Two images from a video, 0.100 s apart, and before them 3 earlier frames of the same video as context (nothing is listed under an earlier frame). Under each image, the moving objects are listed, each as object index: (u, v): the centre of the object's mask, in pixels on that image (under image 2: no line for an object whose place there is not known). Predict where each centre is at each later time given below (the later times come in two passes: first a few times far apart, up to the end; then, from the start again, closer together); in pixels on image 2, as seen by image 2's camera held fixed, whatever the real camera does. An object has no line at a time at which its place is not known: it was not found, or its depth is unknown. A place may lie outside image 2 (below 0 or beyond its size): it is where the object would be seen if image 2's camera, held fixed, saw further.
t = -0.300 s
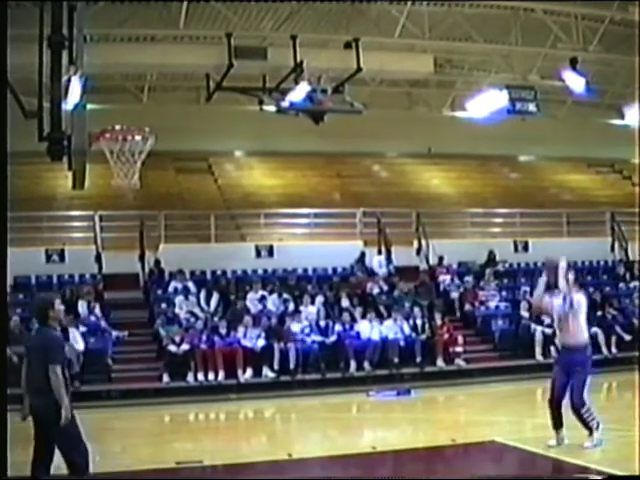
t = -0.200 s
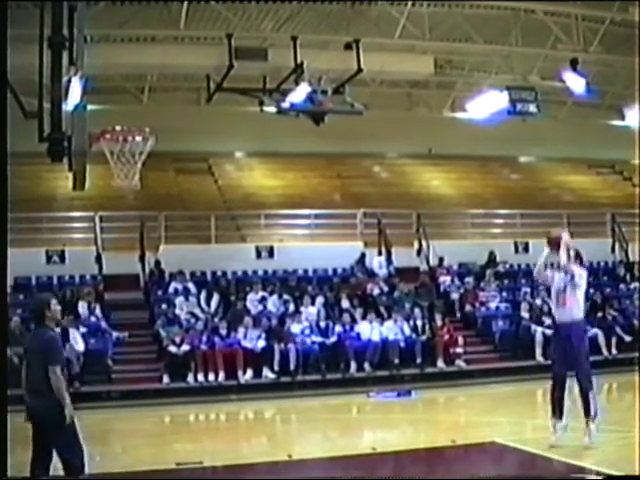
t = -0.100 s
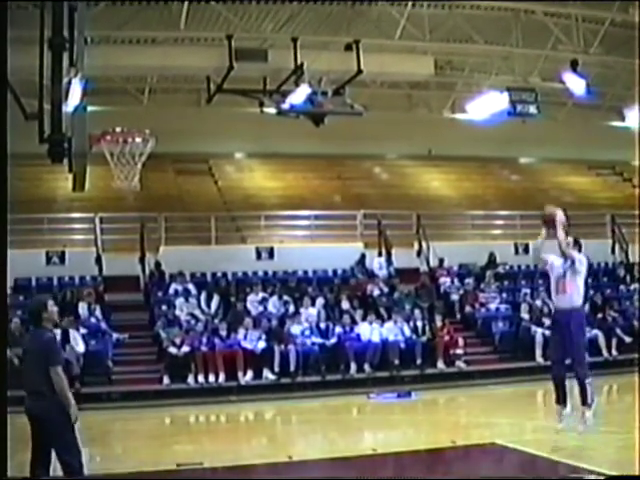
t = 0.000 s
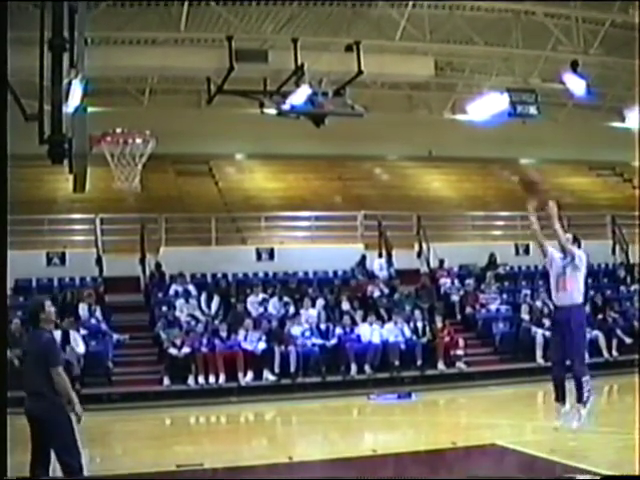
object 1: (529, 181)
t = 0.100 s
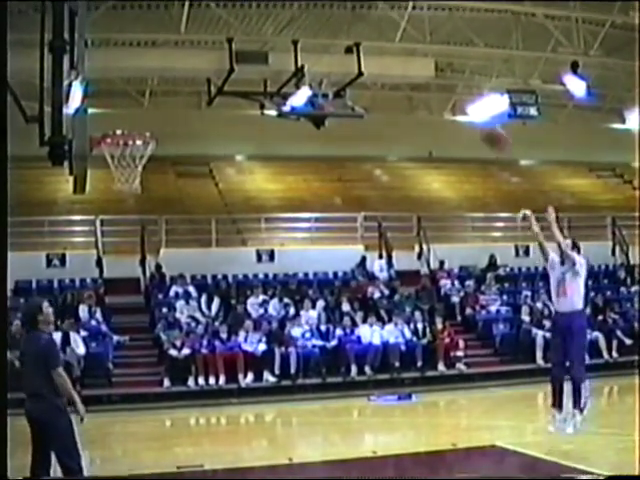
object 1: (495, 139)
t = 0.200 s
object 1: (456, 98)
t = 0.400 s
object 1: (378, 49)
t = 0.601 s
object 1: (294, 37)
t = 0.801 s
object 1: (206, 65)
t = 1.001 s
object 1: (108, 149)
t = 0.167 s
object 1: (463, 107)
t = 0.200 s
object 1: (456, 98)
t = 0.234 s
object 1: (442, 85)
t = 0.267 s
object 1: (430, 74)
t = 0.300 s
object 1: (417, 68)
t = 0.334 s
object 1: (403, 61)
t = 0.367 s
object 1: (391, 55)
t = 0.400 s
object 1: (378, 49)
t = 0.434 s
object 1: (364, 44)
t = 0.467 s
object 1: (350, 41)
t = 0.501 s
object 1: (335, 38)
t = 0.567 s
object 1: (309, 36)
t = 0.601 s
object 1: (294, 37)
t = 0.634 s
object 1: (280, 37)
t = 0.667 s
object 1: (266, 40)
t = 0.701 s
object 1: (252, 42)
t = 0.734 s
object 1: (236, 50)
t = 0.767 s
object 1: (221, 56)
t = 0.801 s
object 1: (206, 65)
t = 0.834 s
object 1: (193, 73)
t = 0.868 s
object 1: (177, 85)
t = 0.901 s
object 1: (161, 100)
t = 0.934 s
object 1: (146, 111)
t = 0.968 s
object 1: (133, 120)
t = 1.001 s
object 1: (108, 149)
